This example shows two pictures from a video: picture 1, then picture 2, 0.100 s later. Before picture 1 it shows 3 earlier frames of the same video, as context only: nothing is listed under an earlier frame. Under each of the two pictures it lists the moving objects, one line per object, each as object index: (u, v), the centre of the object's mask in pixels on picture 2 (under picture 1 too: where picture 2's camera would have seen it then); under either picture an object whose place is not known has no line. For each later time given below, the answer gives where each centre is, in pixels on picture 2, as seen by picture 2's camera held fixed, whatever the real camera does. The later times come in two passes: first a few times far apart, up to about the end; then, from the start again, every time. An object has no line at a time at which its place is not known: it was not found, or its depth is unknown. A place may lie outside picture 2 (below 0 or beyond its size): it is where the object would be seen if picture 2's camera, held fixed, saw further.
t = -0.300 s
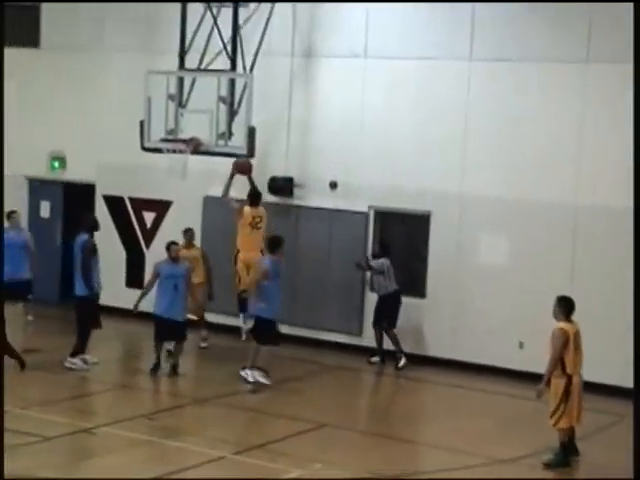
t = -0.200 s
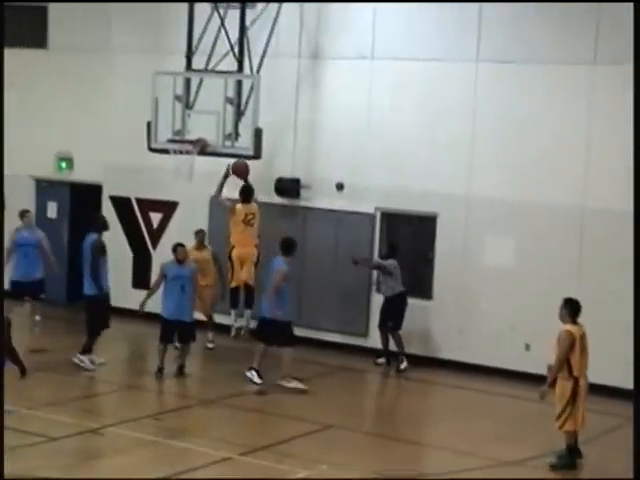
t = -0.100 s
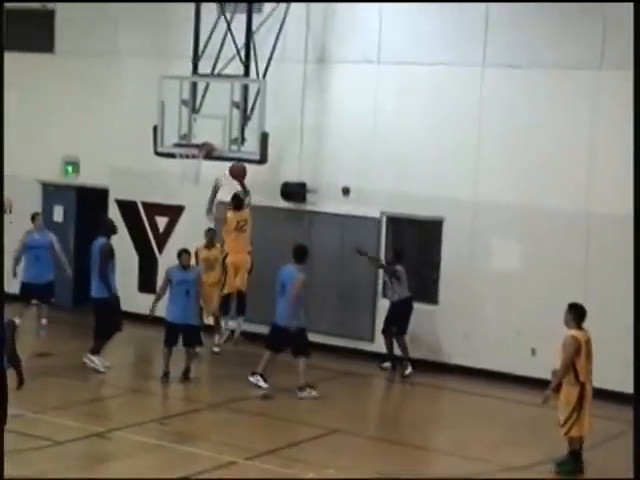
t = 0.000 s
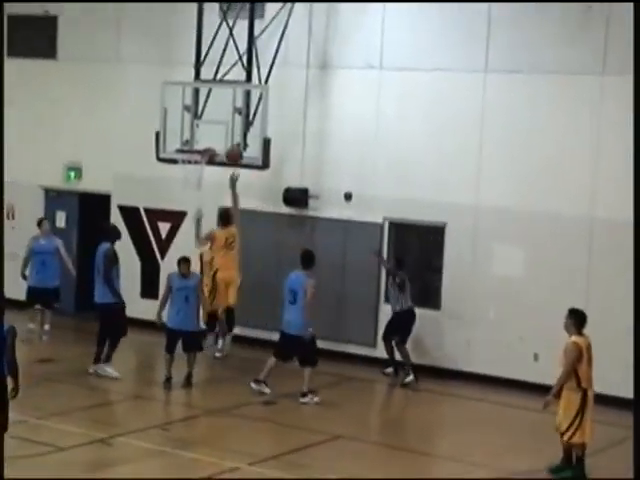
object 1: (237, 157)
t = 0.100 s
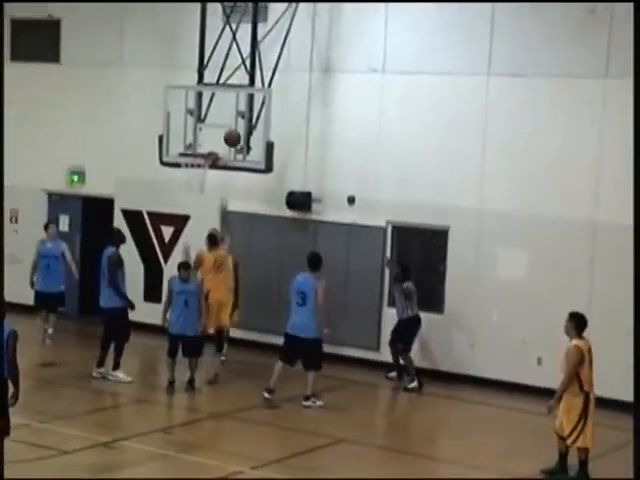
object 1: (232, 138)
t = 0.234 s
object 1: (224, 124)
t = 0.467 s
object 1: (203, 141)
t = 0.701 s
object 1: (185, 191)
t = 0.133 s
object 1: (230, 133)
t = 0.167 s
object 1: (229, 128)
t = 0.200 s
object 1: (227, 125)
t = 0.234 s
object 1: (224, 124)
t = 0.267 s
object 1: (222, 124)
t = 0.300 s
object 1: (219, 125)
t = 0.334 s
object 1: (216, 127)
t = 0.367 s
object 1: (213, 129)
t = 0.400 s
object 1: (209, 132)
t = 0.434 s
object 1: (206, 137)
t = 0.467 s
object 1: (203, 141)
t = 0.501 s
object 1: (201, 146)
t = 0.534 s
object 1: (197, 152)
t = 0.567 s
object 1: (194, 160)
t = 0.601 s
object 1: (190, 169)
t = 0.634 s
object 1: (188, 178)
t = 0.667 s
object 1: (187, 185)
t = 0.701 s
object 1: (185, 191)
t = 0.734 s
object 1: (183, 199)
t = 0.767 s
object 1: (182, 205)
